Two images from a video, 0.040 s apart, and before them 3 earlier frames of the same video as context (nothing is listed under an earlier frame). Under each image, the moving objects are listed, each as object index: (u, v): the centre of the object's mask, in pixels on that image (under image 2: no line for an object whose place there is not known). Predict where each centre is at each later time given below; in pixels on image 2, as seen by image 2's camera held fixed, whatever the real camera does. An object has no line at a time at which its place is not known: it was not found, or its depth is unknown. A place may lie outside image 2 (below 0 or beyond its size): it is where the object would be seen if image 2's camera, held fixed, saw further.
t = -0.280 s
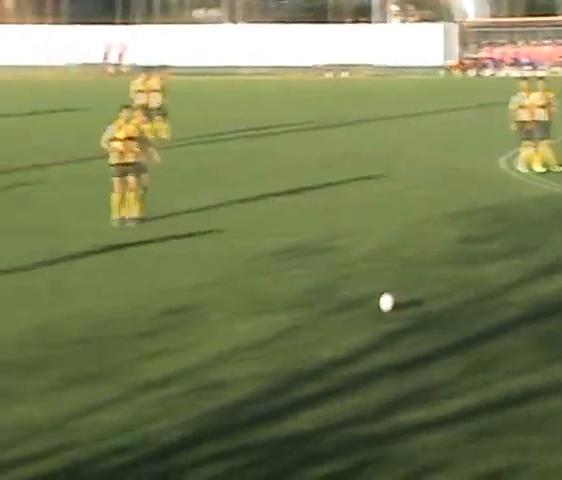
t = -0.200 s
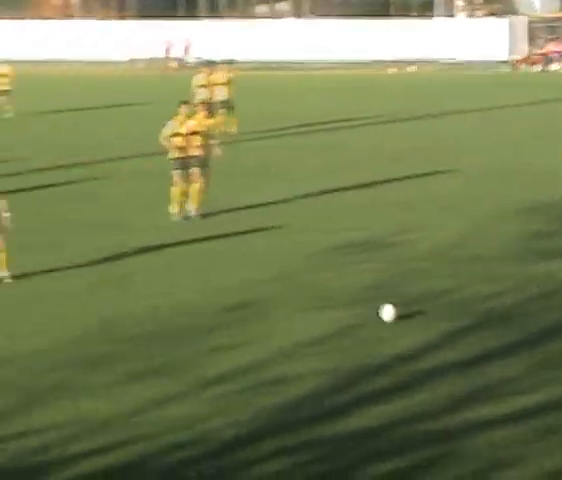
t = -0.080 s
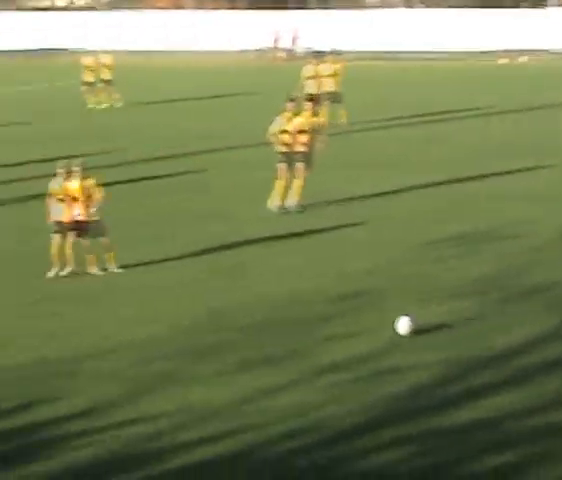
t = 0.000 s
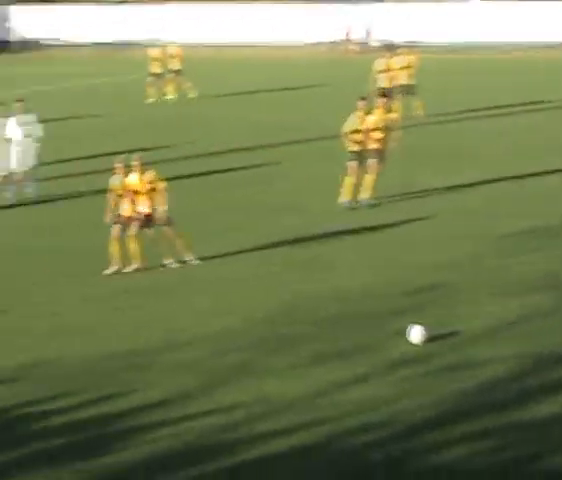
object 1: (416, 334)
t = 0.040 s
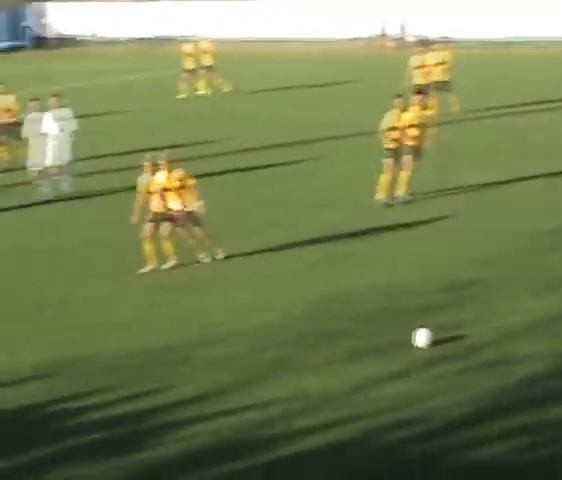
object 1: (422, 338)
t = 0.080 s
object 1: (393, 343)
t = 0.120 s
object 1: (363, 350)
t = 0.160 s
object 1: (334, 357)
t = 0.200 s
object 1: (306, 362)
